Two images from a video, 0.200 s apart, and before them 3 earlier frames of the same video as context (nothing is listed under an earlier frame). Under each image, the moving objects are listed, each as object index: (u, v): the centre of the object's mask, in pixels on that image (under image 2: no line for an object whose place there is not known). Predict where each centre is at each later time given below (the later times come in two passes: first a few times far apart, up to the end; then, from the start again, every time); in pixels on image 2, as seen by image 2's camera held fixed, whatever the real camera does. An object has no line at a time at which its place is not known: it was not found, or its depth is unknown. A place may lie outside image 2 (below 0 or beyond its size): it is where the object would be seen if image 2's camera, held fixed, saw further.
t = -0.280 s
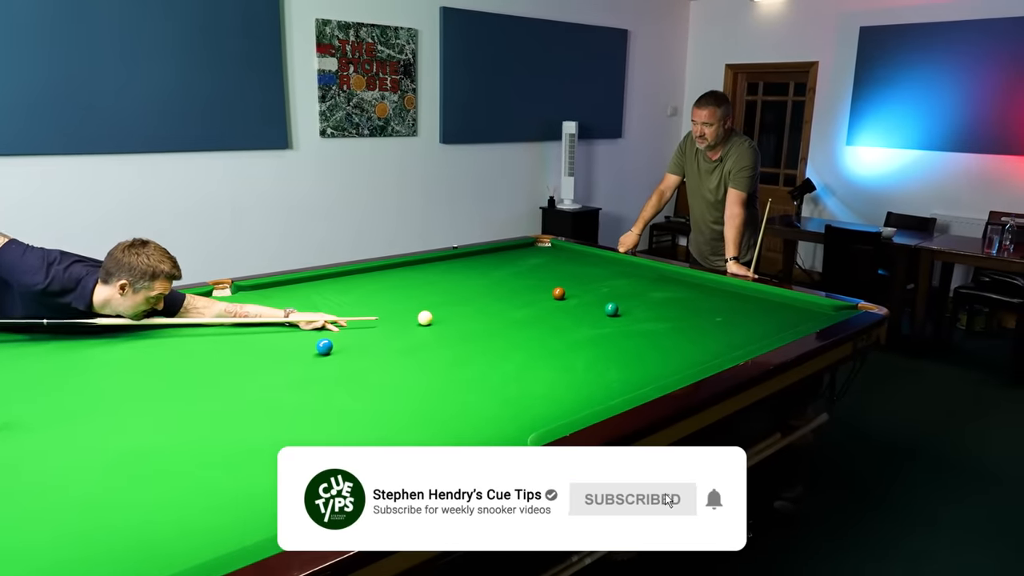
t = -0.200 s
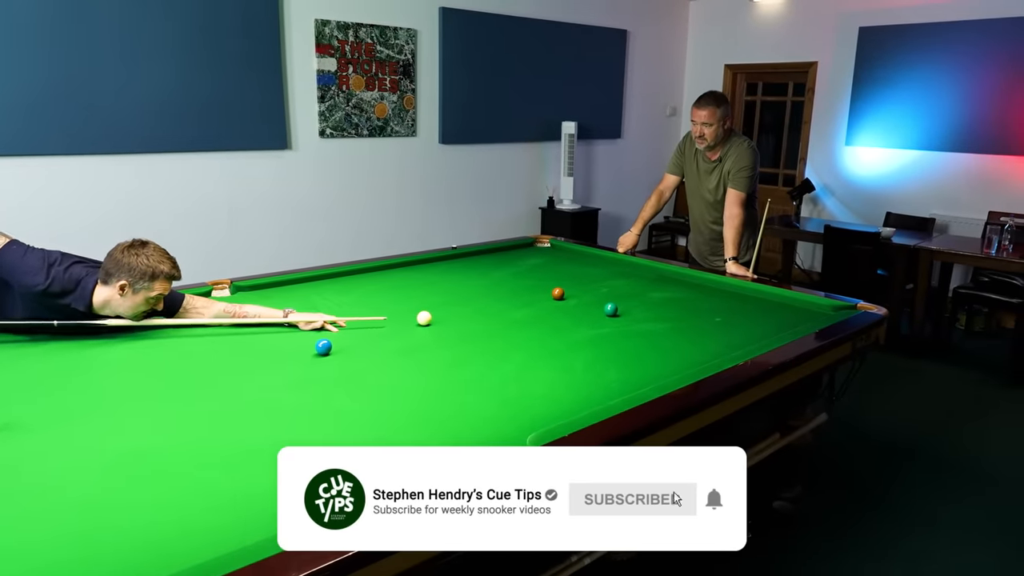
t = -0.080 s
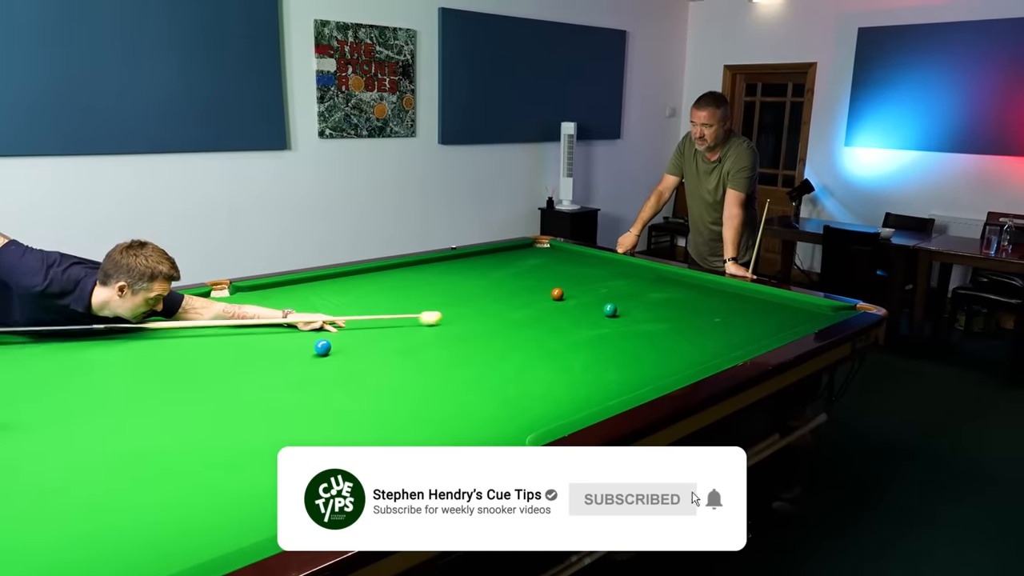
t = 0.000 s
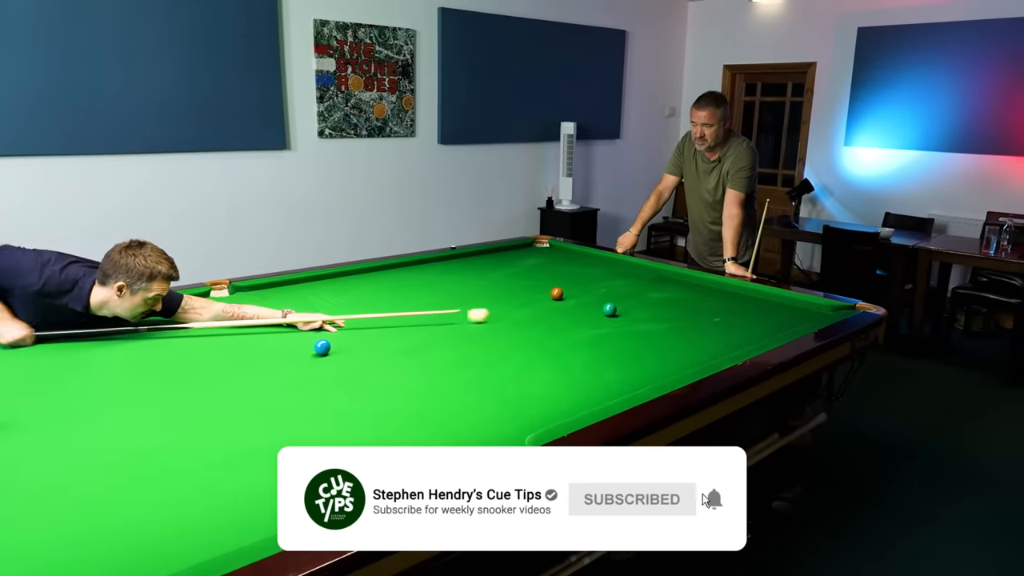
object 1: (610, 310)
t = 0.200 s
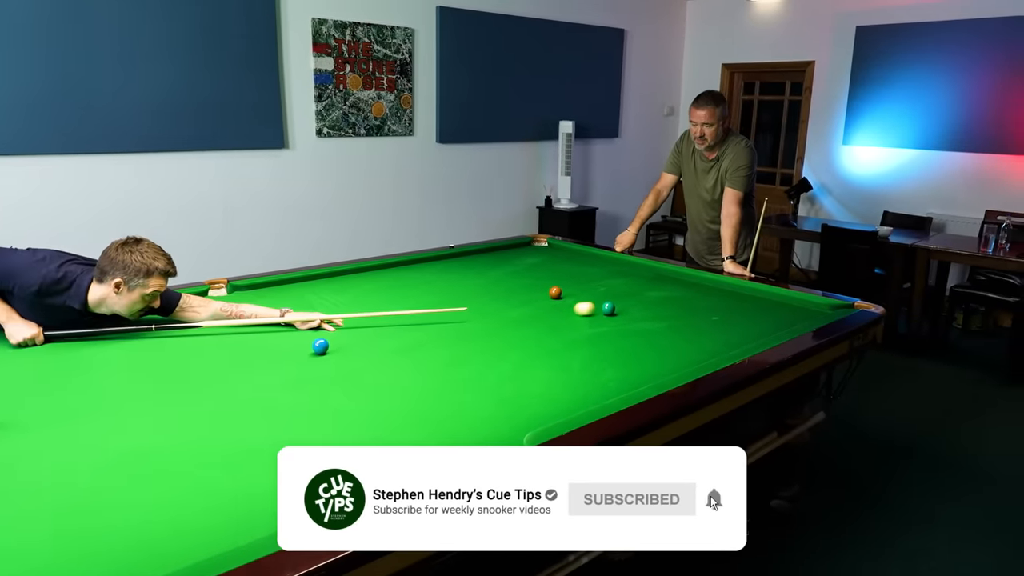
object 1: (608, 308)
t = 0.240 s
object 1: (618, 308)
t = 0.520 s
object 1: (735, 308)
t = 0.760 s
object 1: (812, 308)
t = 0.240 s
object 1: (618, 308)
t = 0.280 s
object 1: (637, 308)
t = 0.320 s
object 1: (655, 308)
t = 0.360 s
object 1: (673, 308)
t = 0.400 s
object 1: (690, 309)
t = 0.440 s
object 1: (705, 309)
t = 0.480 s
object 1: (720, 309)
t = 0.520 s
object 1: (735, 308)
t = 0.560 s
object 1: (748, 308)
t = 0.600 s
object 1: (761, 308)
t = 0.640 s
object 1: (773, 308)
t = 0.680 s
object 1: (787, 308)
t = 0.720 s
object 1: (799, 308)
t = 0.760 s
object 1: (812, 308)
